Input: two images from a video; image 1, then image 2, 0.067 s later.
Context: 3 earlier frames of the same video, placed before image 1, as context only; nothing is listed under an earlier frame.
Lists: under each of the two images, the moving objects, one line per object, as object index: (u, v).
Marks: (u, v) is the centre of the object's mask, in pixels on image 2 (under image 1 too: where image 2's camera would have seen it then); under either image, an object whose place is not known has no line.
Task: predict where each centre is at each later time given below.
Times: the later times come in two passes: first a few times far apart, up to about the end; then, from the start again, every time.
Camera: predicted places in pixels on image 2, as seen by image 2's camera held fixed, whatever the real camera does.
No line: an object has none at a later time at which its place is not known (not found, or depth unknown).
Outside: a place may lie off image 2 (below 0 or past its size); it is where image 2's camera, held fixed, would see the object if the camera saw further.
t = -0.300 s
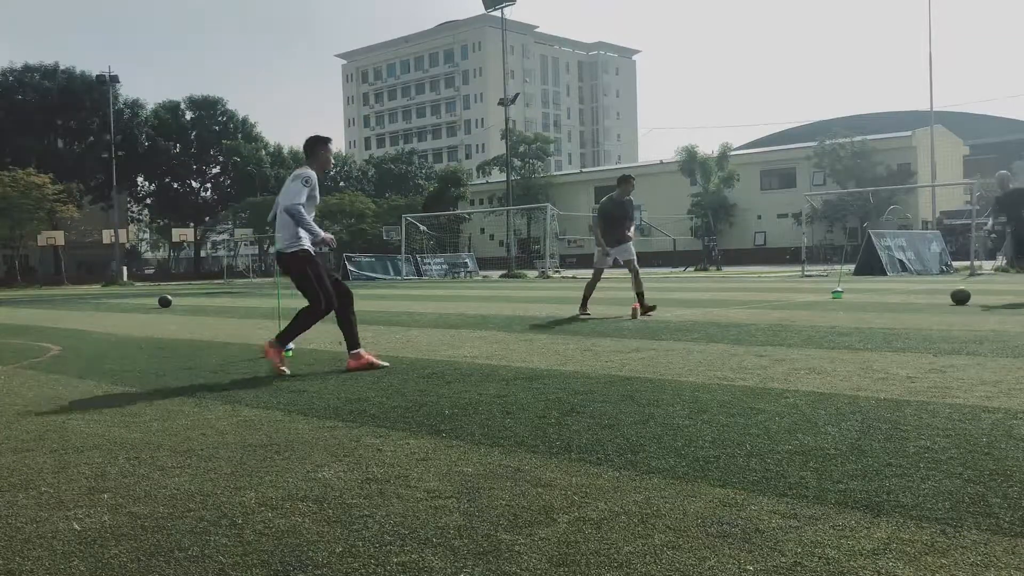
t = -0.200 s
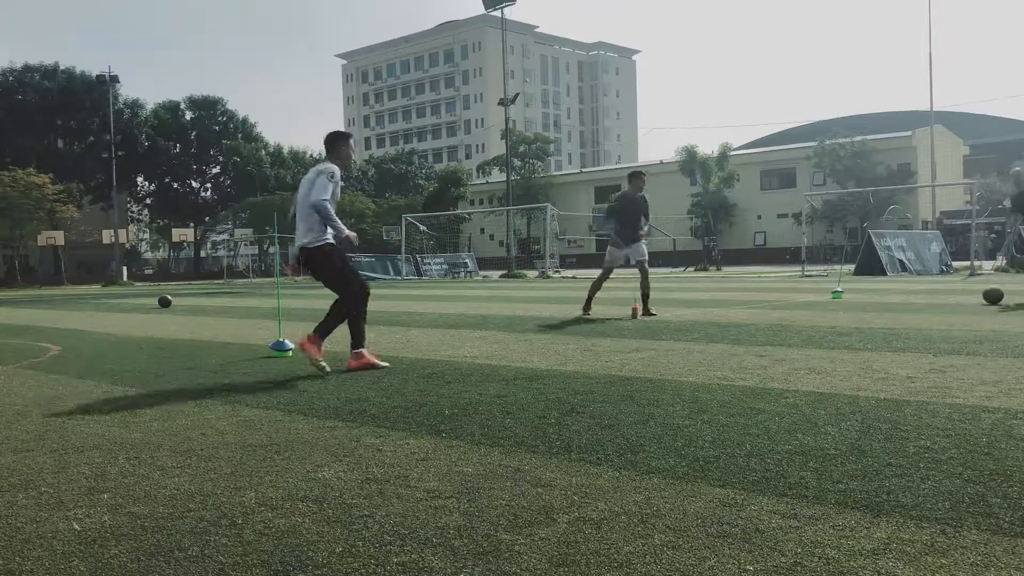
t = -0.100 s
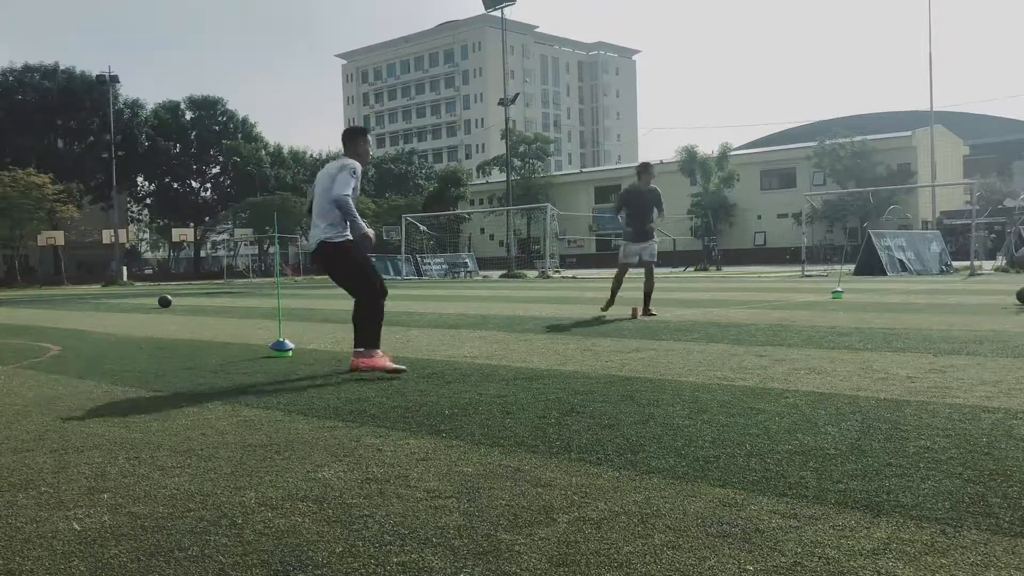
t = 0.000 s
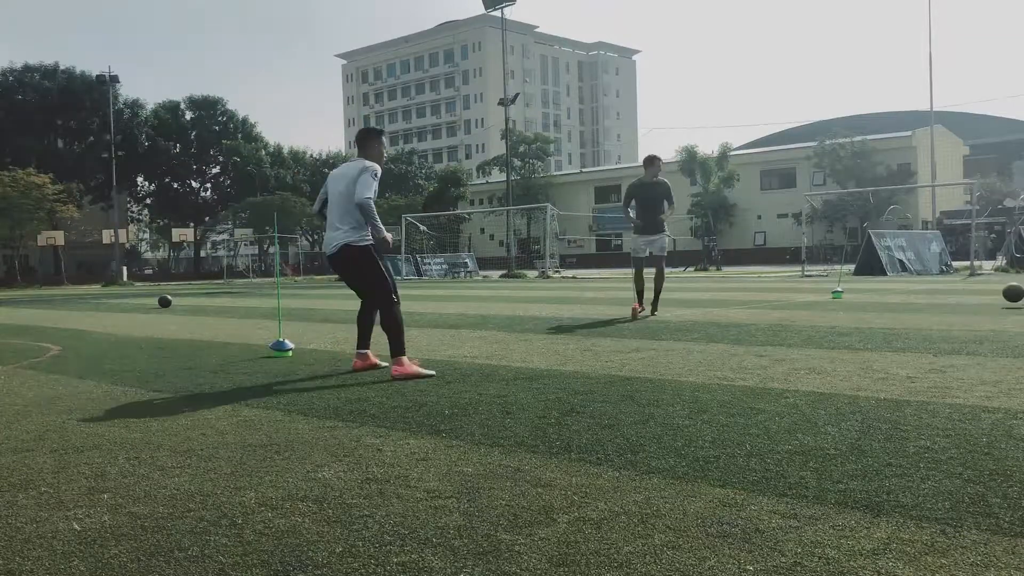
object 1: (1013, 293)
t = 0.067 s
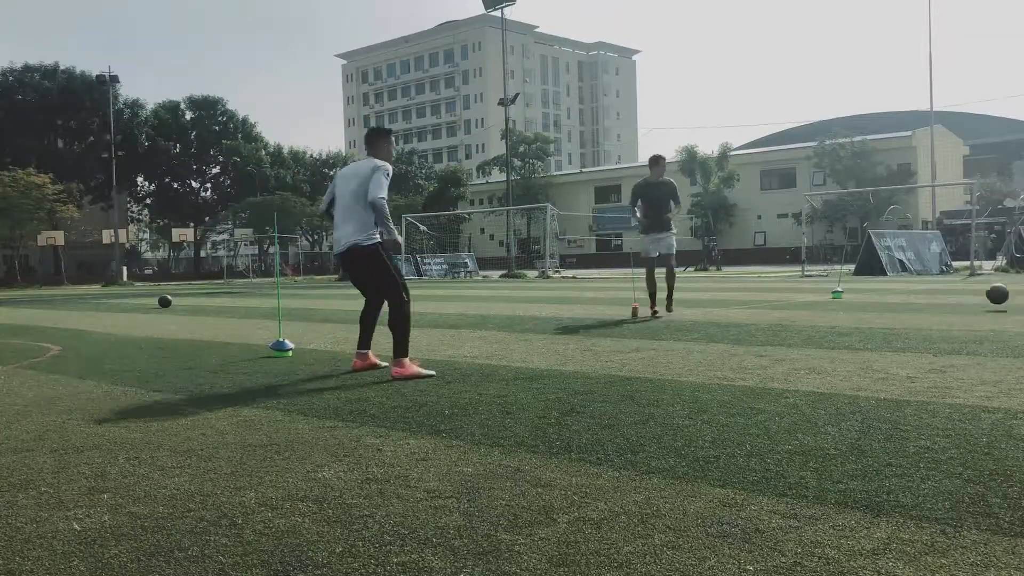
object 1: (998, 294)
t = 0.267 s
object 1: (949, 304)
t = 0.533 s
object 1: (886, 312)
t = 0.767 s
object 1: (829, 332)
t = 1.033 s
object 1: (741, 356)
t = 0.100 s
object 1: (989, 297)
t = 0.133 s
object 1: (981, 300)
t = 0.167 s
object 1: (971, 305)
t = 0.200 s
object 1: (963, 306)
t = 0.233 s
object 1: (956, 304)
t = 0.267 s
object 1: (949, 304)
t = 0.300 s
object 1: (941, 304)
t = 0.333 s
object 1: (932, 306)
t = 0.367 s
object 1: (924, 310)
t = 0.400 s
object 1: (916, 314)
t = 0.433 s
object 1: (907, 318)
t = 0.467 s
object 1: (901, 315)
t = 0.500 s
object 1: (894, 313)
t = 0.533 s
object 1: (886, 312)
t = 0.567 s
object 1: (879, 313)
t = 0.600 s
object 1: (872, 315)
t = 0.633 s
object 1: (864, 318)
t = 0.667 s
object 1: (856, 323)
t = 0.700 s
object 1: (847, 331)
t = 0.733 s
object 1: (839, 332)
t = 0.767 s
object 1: (829, 332)
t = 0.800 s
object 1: (820, 333)
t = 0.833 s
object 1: (810, 337)
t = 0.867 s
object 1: (800, 342)
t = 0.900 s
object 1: (789, 345)
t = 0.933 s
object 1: (778, 346)
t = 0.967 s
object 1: (766, 349)
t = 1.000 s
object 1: (754, 355)
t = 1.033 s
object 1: (741, 356)
